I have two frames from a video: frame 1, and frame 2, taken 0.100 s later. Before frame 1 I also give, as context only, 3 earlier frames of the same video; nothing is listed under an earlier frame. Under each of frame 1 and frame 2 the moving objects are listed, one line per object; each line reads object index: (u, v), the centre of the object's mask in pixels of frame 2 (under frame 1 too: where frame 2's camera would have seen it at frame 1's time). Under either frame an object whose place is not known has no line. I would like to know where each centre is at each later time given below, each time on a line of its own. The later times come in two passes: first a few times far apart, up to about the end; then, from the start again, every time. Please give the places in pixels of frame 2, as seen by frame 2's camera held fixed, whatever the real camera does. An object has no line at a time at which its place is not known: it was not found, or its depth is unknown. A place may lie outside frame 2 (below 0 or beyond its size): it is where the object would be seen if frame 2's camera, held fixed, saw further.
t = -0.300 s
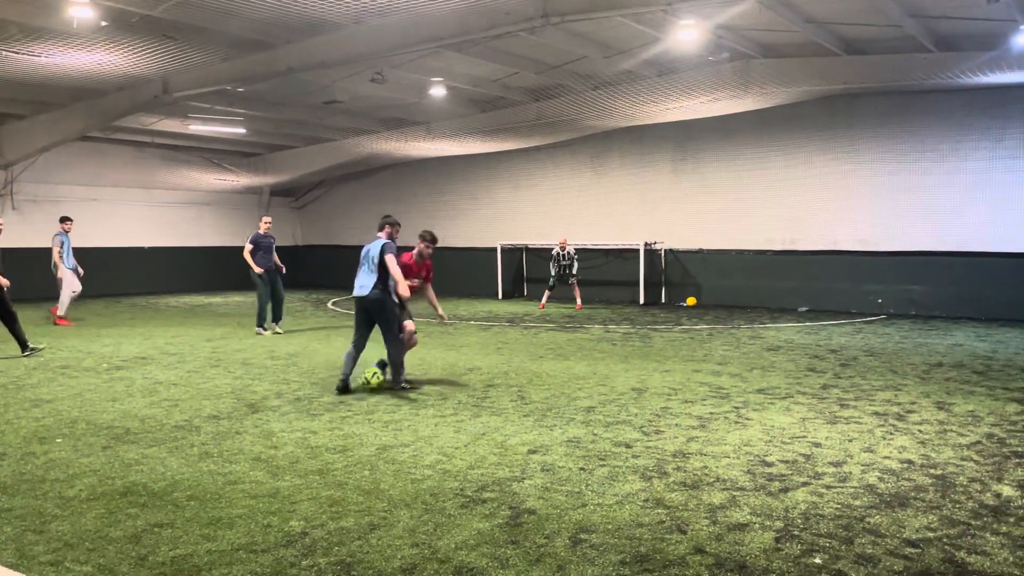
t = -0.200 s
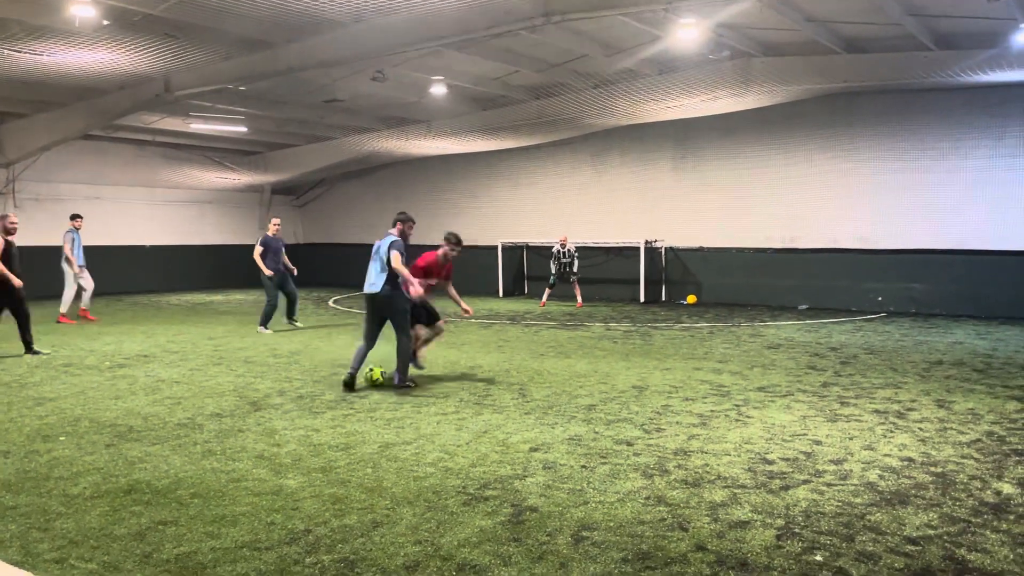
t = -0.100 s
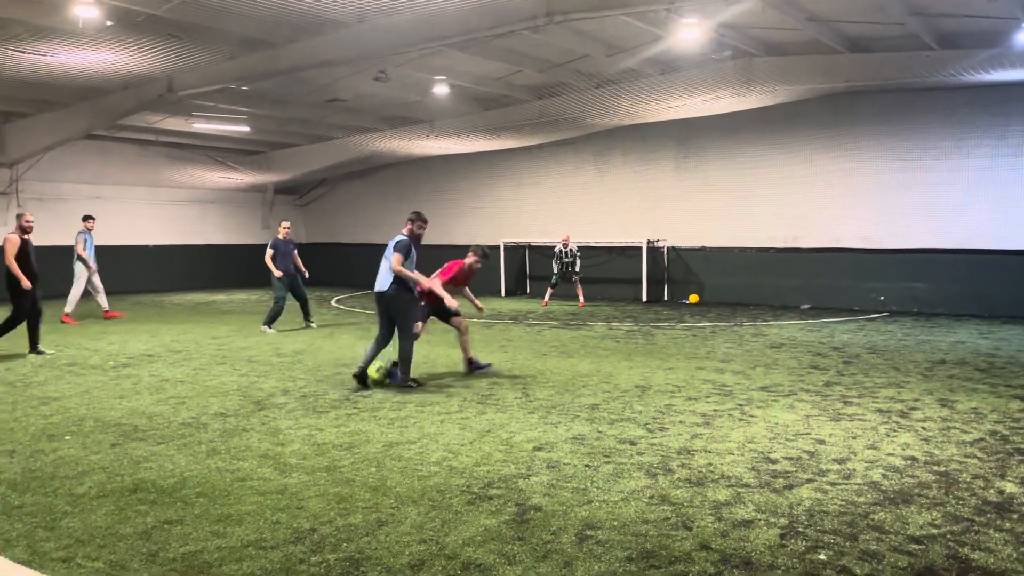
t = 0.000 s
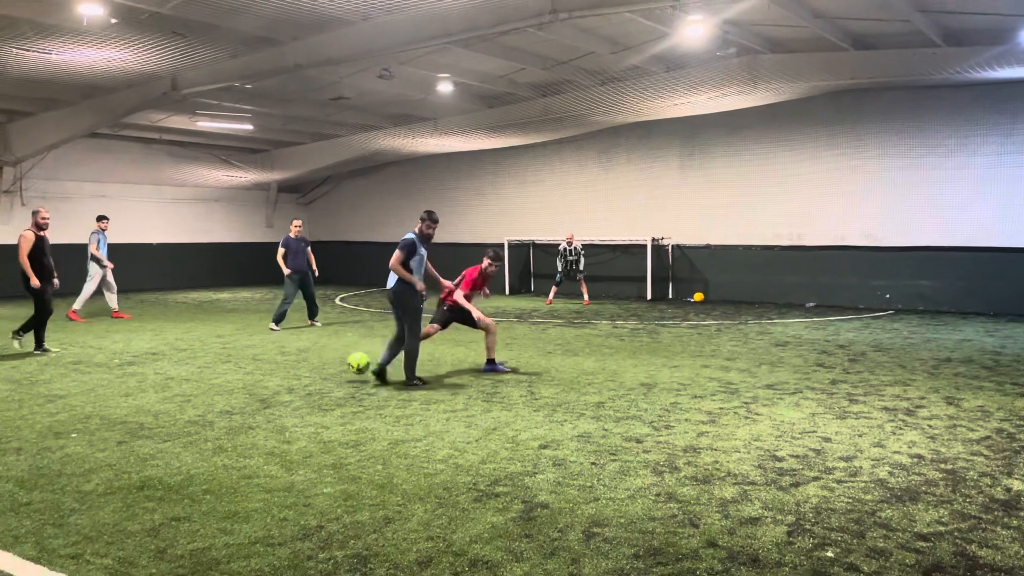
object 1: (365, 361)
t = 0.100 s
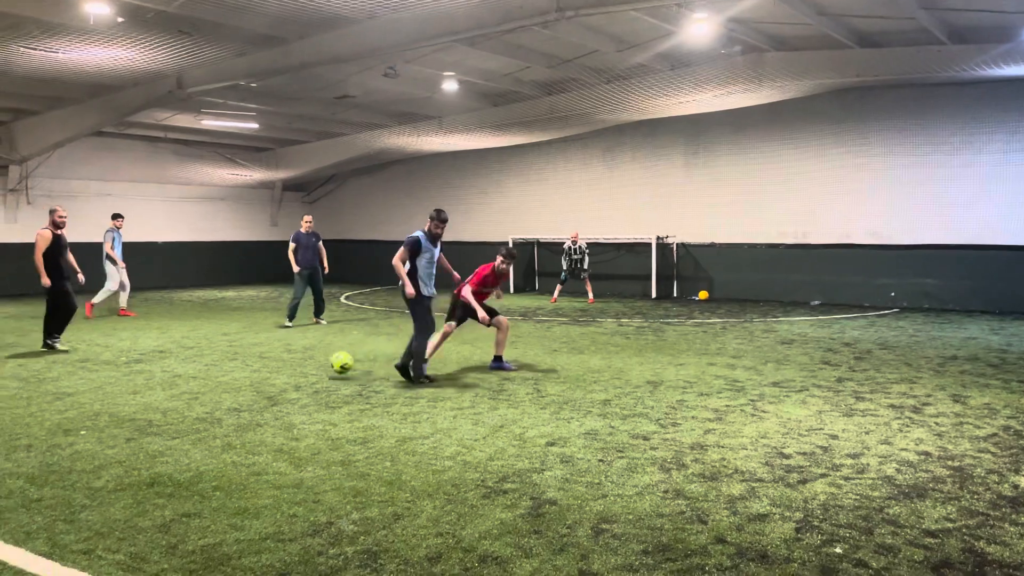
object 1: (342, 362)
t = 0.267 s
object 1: (308, 365)
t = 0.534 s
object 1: (259, 367)
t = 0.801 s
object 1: (213, 366)
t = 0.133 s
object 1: (333, 367)
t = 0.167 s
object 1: (326, 368)
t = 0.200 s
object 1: (321, 367)
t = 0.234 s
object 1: (313, 365)
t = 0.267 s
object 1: (308, 365)
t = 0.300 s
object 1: (302, 366)
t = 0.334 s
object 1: (295, 367)
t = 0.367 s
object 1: (290, 367)
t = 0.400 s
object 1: (284, 366)
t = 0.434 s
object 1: (277, 367)
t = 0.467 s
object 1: (271, 367)
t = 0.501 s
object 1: (265, 367)
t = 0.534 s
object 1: (259, 367)
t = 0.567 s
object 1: (253, 367)
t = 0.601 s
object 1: (248, 366)
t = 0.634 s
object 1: (242, 366)
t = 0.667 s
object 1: (236, 367)
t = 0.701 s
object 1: (231, 366)
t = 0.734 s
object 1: (225, 367)
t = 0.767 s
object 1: (219, 366)
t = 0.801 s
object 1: (213, 366)
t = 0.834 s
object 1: (207, 367)
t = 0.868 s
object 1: (202, 366)
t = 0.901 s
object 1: (197, 366)
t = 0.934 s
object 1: (190, 367)
